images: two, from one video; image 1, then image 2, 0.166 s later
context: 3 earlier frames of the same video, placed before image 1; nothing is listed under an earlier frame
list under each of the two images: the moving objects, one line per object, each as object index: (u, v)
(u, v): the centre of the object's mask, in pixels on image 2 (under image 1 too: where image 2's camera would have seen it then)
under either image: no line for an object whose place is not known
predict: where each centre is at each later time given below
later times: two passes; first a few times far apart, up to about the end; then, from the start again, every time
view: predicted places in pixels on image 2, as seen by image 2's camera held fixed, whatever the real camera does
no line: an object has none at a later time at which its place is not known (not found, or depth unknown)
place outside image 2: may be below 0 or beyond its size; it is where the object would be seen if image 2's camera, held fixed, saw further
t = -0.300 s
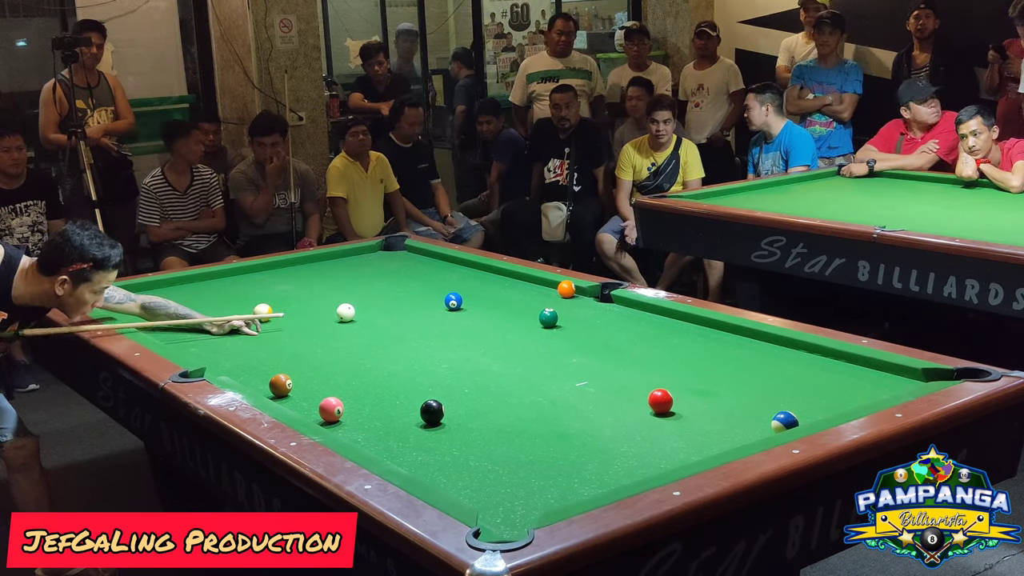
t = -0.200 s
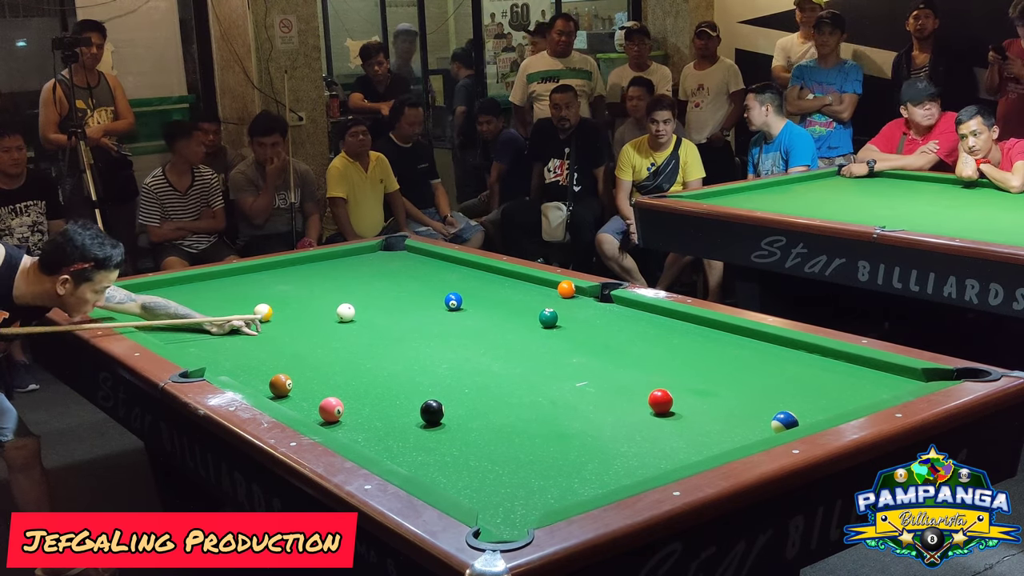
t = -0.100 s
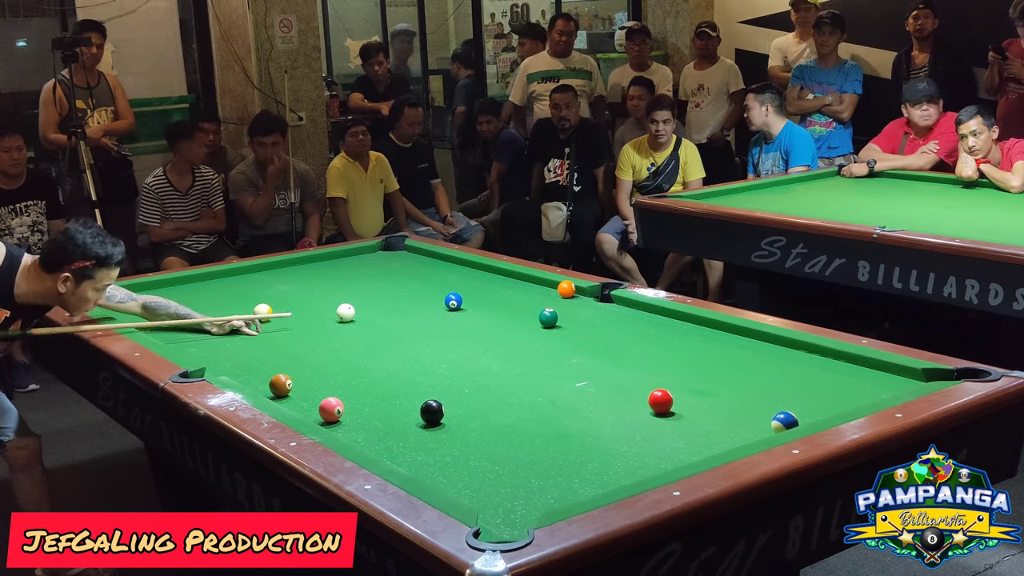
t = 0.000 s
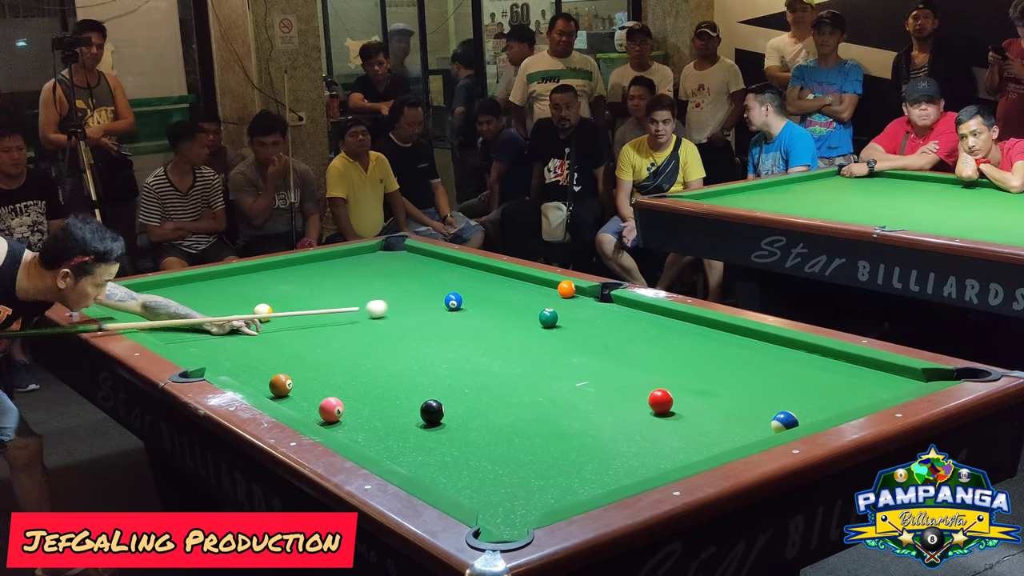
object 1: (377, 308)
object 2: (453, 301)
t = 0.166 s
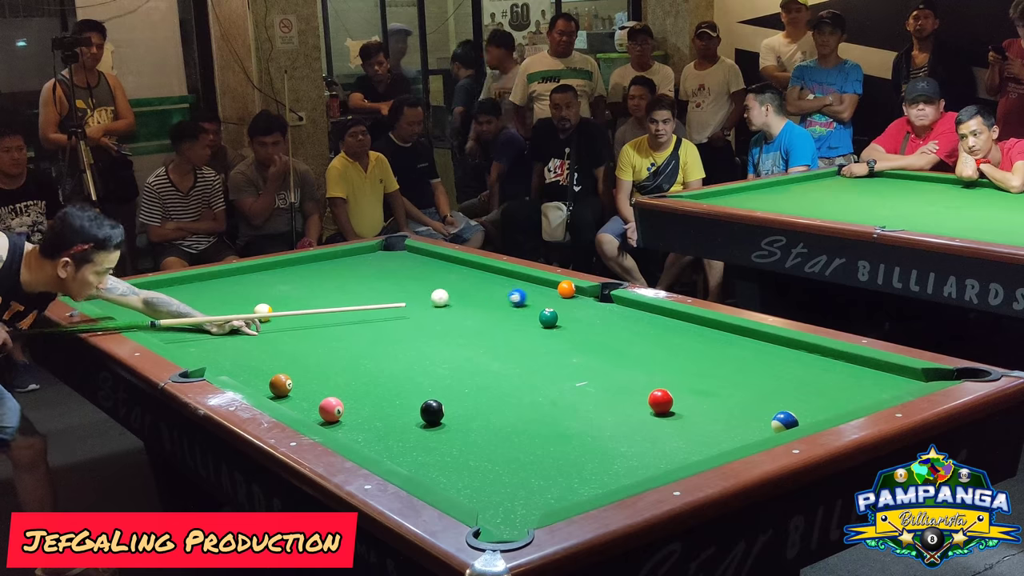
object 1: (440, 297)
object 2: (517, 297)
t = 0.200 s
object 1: (443, 296)
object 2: (538, 296)
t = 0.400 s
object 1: (472, 287)
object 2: (608, 293)
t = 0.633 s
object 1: (513, 276)
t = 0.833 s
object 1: (504, 281)
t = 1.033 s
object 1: (495, 286)
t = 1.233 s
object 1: (486, 291)
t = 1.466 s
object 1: (474, 297)
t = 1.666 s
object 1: (464, 302)
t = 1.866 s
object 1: (455, 307)
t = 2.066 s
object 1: (445, 312)
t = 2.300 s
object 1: (434, 317)
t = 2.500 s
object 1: (424, 322)
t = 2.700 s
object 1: (415, 326)
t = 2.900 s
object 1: (406, 330)
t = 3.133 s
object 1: (397, 335)
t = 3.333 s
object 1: (388, 338)
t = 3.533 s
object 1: (382, 341)
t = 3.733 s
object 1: (375, 345)
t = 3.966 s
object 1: (367, 348)
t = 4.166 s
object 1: (361, 350)
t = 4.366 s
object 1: (356, 352)
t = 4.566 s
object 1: (351, 355)
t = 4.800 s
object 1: (348, 356)
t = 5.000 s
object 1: (345, 357)
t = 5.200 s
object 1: (343, 358)
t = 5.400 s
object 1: (342, 358)
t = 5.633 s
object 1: (341, 359)
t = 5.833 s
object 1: (341, 359)
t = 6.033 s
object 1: (341, 358)
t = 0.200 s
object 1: (443, 296)
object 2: (538, 296)
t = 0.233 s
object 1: (447, 294)
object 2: (558, 295)
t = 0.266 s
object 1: (452, 293)
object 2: (578, 294)
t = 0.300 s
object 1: (458, 291)
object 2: (595, 293)
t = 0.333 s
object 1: (464, 289)
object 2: (608, 293)
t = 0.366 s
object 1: (466, 289)
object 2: (608, 292)
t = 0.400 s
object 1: (472, 287)
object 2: (608, 293)
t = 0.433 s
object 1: (478, 285)
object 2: (608, 298)
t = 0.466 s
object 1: (484, 284)
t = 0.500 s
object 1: (492, 282)
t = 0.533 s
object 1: (497, 280)
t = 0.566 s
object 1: (503, 279)
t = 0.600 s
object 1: (508, 277)
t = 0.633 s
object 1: (513, 276)
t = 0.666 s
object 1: (513, 276)
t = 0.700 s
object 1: (511, 277)
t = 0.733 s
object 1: (509, 278)
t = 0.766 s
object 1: (507, 279)
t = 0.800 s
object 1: (506, 280)
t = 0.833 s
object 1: (504, 281)
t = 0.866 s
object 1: (503, 282)
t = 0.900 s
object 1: (501, 282)
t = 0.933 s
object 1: (500, 283)
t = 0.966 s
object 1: (498, 284)
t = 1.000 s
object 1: (496, 285)
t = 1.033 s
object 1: (495, 286)
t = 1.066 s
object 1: (493, 287)
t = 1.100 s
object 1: (491, 288)
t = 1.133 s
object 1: (490, 288)
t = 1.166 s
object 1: (488, 289)
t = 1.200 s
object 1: (487, 290)
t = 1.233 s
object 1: (486, 291)
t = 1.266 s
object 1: (484, 291)
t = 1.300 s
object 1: (482, 293)
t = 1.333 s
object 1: (480, 294)
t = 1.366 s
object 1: (478, 295)
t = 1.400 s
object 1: (477, 295)
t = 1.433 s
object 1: (475, 296)
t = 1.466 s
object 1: (474, 297)
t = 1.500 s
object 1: (472, 298)
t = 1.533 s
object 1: (470, 299)
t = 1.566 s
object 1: (469, 300)
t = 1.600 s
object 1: (467, 300)
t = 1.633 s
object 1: (466, 301)
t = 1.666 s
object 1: (464, 302)
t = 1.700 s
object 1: (462, 303)
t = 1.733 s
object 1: (461, 304)
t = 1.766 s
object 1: (459, 304)
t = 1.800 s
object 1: (458, 305)
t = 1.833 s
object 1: (457, 306)
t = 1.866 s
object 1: (455, 307)
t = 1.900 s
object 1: (454, 308)
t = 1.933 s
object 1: (451, 309)
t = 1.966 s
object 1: (449, 309)
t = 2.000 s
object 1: (448, 310)
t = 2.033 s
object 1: (447, 311)
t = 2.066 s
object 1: (445, 312)
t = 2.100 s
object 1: (444, 312)
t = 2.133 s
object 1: (442, 313)
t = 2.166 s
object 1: (441, 314)
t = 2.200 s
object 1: (439, 315)
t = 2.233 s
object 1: (438, 315)
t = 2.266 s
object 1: (435, 317)
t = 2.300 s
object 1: (434, 317)
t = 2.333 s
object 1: (432, 318)
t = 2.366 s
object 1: (431, 319)
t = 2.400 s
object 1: (429, 320)
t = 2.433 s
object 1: (427, 321)
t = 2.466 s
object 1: (426, 321)
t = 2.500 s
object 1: (424, 322)
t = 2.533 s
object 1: (423, 322)
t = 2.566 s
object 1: (422, 323)
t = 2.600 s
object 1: (420, 324)
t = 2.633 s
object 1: (418, 325)
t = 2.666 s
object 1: (417, 325)
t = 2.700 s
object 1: (415, 326)
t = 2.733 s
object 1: (414, 327)
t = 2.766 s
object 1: (412, 328)
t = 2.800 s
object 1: (411, 328)
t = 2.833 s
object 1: (409, 329)
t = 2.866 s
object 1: (408, 330)
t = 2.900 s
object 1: (406, 330)
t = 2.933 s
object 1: (405, 331)
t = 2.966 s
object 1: (404, 332)
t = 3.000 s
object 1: (402, 332)
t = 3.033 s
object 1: (401, 333)
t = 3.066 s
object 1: (399, 333)
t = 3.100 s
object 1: (398, 334)
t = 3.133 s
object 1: (397, 335)
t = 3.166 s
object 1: (395, 335)
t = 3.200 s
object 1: (394, 336)
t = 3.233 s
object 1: (393, 337)
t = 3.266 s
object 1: (391, 337)
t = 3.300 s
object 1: (390, 338)
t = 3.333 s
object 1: (388, 338)
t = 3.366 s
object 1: (388, 339)
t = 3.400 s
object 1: (386, 340)
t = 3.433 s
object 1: (385, 340)
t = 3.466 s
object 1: (384, 341)
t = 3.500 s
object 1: (383, 341)
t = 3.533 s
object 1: (382, 341)
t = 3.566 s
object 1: (380, 342)
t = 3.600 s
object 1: (379, 343)
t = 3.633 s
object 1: (378, 343)
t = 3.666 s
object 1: (377, 344)
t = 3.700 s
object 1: (376, 344)
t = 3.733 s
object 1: (375, 345)
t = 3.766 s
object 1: (373, 345)
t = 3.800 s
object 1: (372, 346)
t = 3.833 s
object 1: (371, 346)
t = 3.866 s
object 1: (370, 347)
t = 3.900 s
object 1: (369, 347)
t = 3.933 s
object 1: (368, 347)
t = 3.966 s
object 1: (367, 348)
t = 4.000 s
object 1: (366, 348)
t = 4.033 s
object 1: (365, 349)
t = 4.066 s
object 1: (364, 349)
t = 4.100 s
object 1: (363, 350)
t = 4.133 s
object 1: (362, 350)
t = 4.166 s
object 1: (361, 350)
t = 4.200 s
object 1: (360, 351)
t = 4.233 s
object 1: (359, 351)
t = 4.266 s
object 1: (358, 352)
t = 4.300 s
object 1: (358, 352)
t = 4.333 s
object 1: (357, 352)
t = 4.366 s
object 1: (356, 352)
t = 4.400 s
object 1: (355, 353)
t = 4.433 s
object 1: (355, 353)
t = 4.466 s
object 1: (354, 354)
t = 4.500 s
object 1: (353, 354)
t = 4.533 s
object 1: (352, 354)
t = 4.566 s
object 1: (351, 355)
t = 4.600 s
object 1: (351, 355)
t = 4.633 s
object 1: (350, 355)
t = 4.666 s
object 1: (350, 355)
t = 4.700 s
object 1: (349, 355)
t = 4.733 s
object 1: (349, 356)
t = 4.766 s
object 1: (348, 356)
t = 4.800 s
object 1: (348, 356)
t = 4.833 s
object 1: (347, 356)
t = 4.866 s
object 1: (347, 356)
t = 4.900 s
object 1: (346, 357)
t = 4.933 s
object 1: (346, 357)
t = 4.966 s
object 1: (346, 357)
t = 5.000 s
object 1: (345, 357)
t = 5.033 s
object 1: (345, 357)
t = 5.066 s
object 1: (344, 357)
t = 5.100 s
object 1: (344, 358)
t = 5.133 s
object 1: (344, 358)
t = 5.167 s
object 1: (344, 358)
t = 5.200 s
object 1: (343, 358)
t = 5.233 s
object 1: (343, 358)
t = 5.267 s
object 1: (343, 358)
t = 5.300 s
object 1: (342, 358)
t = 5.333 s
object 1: (342, 358)
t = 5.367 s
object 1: (342, 358)
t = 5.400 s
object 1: (342, 358)
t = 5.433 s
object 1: (341, 359)
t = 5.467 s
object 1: (341, 359)
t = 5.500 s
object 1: (341, 359)
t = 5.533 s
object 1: (341, 359)
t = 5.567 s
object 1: (341, 359)
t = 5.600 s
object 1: (341, 359)
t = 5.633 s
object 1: (341, 359)
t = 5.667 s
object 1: (341, 359)
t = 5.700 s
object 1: (341, 359)
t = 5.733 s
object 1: (341, 359)
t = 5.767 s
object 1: (341, 359)
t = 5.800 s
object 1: (341, 359)
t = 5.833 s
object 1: (341, 359)
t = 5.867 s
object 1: (341, 358)
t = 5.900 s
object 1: (341, 358)
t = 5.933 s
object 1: (341, 358)
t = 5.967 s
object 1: (341, 358)
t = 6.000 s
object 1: (341, 358)
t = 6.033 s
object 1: (341, 358)
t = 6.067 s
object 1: (341, 358)
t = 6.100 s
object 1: (341, 359)
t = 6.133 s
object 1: (341, 358)
